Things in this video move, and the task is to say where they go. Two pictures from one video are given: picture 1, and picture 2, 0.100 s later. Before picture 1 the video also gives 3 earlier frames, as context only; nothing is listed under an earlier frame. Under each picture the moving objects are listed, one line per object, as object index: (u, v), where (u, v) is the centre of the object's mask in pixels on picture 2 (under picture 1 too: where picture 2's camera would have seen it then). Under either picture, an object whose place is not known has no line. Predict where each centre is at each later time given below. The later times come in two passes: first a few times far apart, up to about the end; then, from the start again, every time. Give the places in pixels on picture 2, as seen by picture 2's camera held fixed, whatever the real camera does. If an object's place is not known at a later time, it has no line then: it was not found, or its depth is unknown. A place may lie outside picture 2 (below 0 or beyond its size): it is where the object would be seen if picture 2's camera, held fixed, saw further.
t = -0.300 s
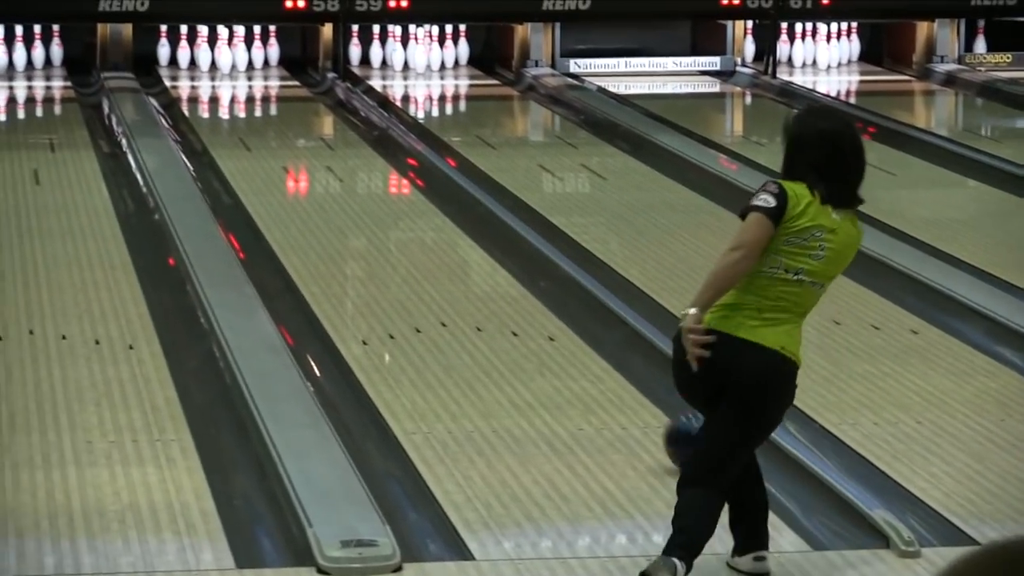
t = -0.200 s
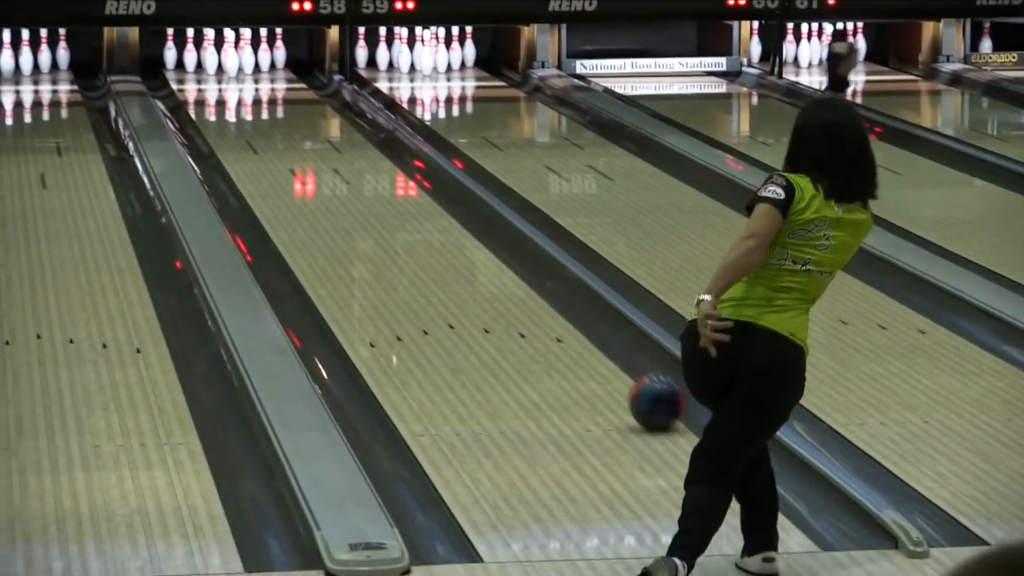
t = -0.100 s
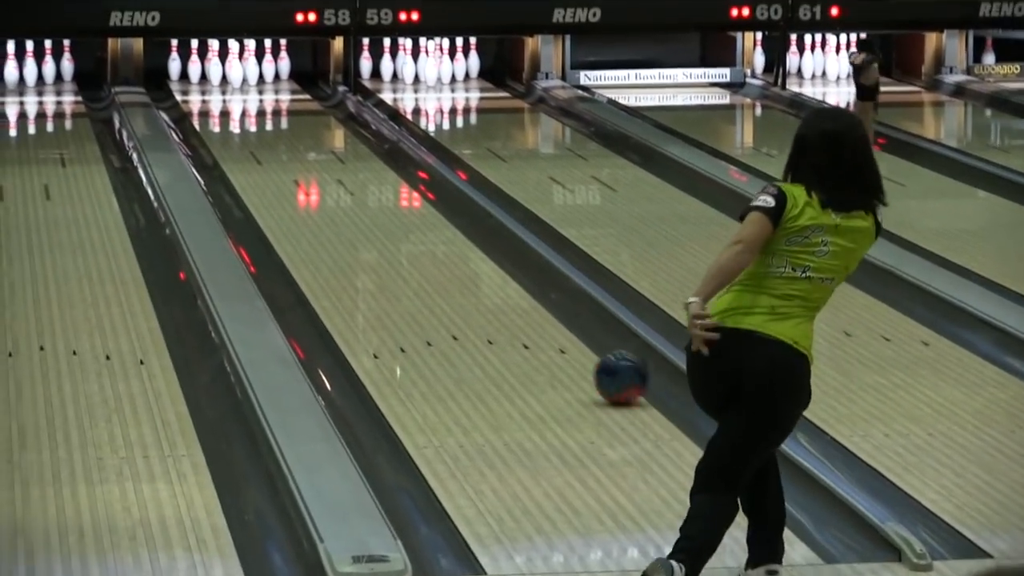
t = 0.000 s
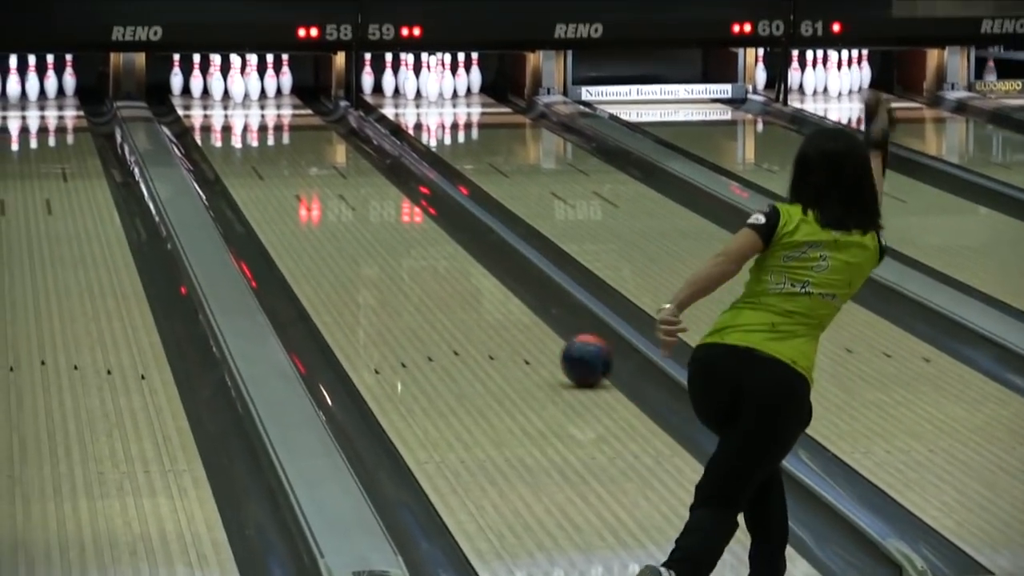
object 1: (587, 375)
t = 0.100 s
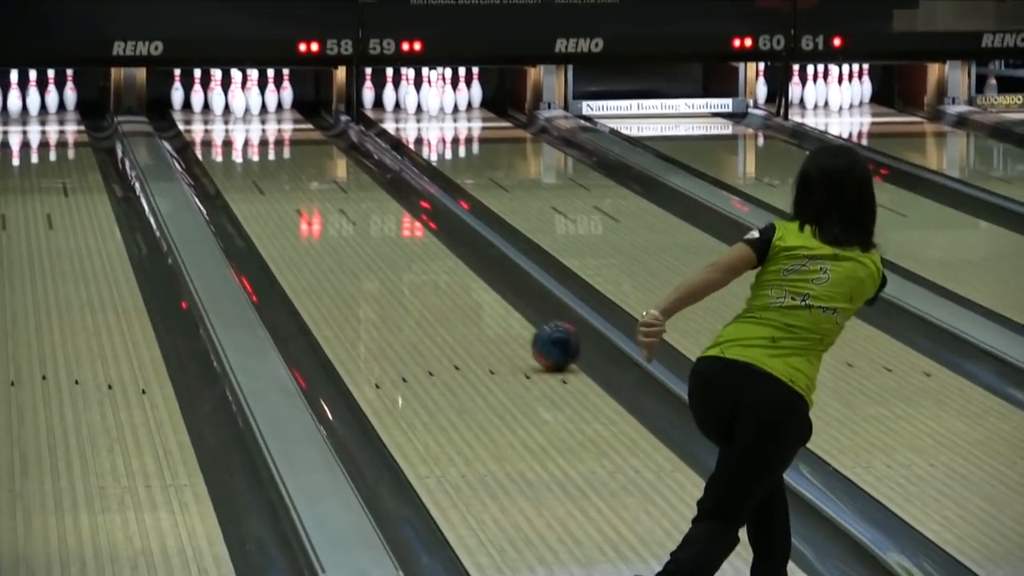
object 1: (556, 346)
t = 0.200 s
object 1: (527, 320)
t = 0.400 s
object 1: (477, 276)
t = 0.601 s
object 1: (435, 241)
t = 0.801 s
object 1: (399, 210)
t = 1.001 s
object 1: (365, 184)
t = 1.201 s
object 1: (335, 159)
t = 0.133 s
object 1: (545, 338)
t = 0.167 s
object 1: (536, 329)
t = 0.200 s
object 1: (527, 320)
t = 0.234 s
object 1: (518, 312)
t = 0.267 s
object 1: (509, 304)
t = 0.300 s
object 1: (499, 298)
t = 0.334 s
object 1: (493, 289)
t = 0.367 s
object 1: (484, 283)
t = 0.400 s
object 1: (477, 276)
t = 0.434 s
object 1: (469, 270)
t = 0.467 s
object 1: (463, 263)
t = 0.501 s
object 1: (455, 257)
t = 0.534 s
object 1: (448, 251)
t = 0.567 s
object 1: (442, 246)
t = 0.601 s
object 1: (435, 241)
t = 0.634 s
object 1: (429, 235)
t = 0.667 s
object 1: (422, 229)
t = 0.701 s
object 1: (417, 223)
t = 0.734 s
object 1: (411, 218)
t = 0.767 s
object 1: (405, 214)
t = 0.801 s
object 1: (399, 210)
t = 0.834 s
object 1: (393, 205)
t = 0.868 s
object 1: (389, 200)
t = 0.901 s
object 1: (382, 196)
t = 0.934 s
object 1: (377, 191)
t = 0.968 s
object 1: (372, 186)
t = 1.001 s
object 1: (365, 184)
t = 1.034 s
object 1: (362, 180)
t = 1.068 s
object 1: (356, 176)
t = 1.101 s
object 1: (352, 172)
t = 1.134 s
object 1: (346, 168)
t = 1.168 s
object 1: (341, 163)
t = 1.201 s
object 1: (335, 159)
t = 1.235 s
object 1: (330, 158)
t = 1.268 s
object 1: (325, 153)
